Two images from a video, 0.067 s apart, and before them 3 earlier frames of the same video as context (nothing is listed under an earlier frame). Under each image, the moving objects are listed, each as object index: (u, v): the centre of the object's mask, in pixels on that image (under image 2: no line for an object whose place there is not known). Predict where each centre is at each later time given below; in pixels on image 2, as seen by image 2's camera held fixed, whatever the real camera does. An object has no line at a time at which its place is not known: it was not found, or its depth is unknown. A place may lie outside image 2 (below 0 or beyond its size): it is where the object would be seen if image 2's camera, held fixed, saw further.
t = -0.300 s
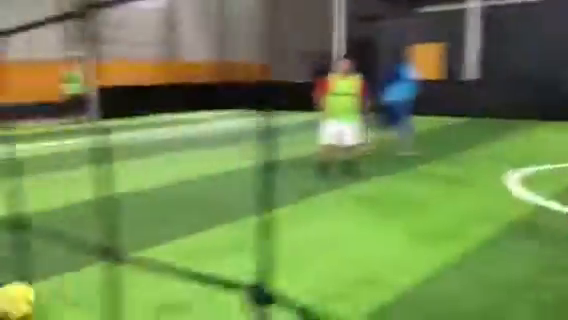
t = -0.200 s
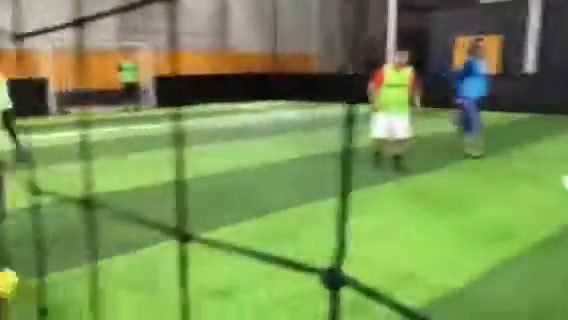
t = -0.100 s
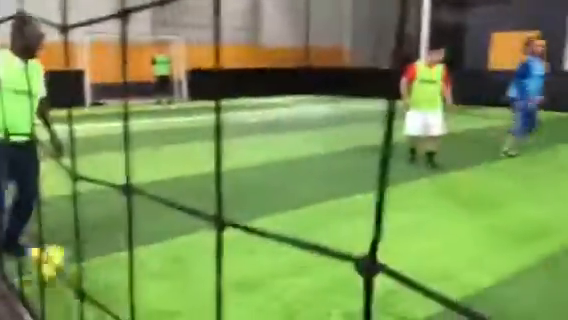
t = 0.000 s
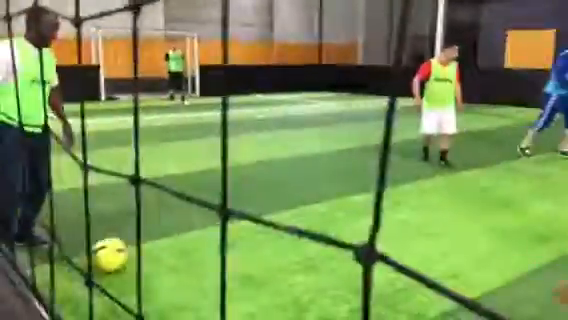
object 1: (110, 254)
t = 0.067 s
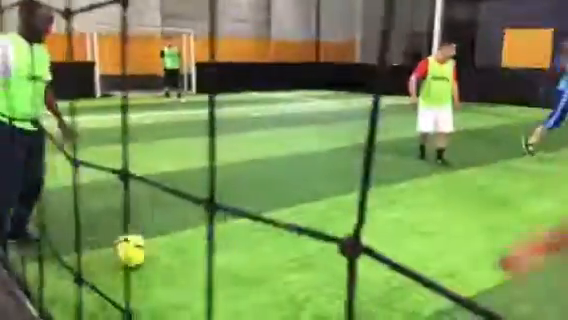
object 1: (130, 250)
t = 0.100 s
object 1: (144, 250)
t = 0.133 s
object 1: (156, 250)
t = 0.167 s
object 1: (171, 249)
